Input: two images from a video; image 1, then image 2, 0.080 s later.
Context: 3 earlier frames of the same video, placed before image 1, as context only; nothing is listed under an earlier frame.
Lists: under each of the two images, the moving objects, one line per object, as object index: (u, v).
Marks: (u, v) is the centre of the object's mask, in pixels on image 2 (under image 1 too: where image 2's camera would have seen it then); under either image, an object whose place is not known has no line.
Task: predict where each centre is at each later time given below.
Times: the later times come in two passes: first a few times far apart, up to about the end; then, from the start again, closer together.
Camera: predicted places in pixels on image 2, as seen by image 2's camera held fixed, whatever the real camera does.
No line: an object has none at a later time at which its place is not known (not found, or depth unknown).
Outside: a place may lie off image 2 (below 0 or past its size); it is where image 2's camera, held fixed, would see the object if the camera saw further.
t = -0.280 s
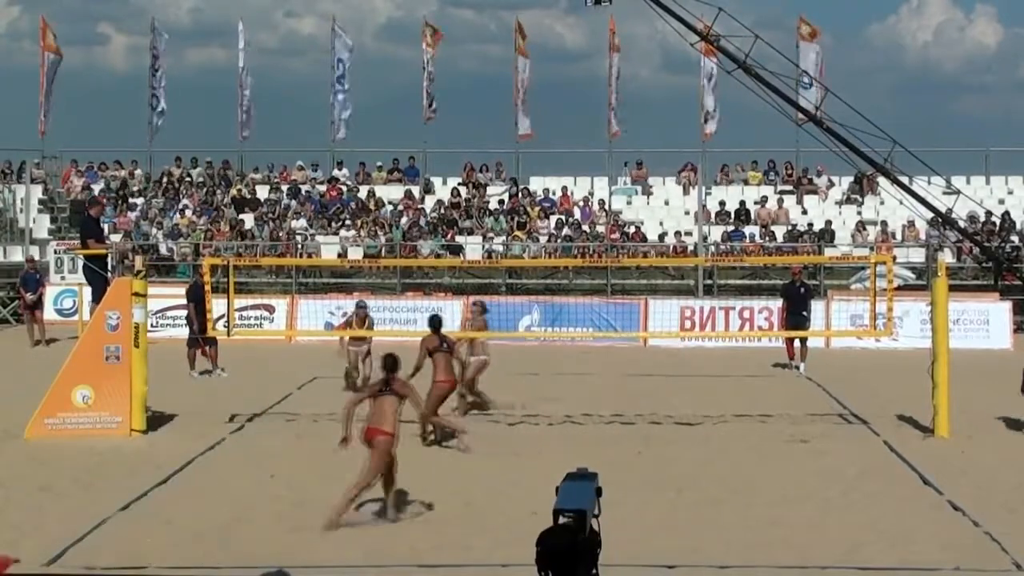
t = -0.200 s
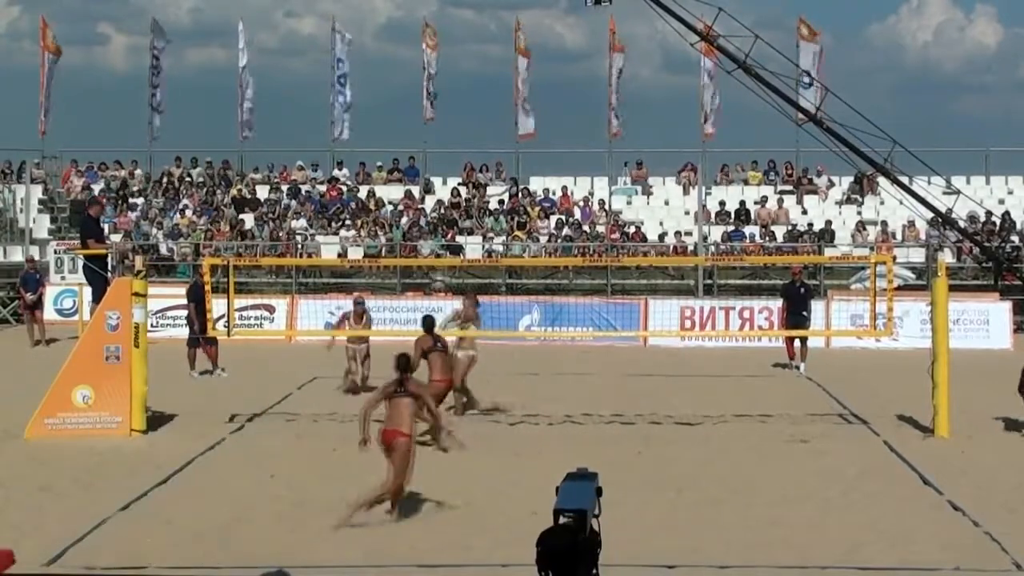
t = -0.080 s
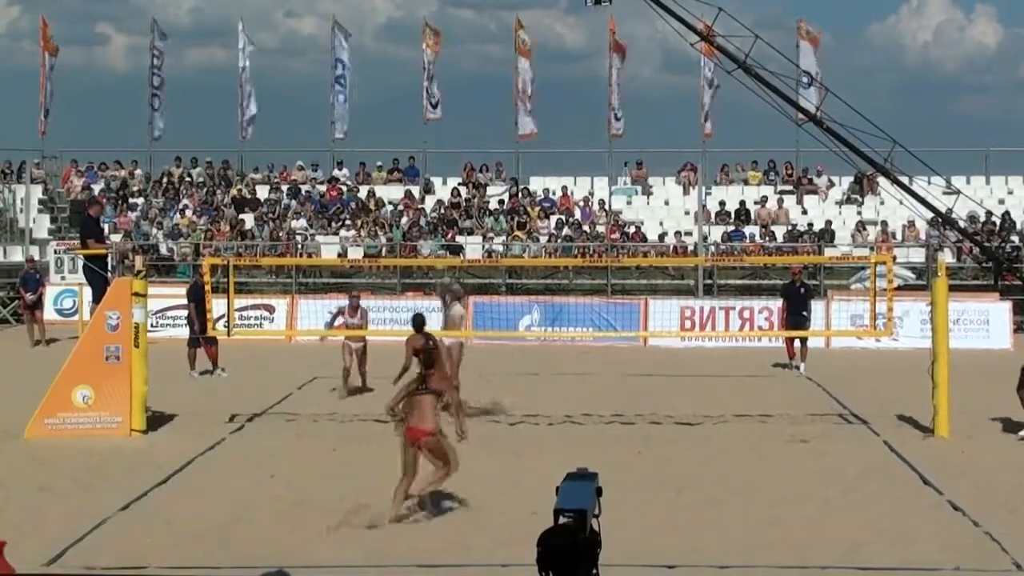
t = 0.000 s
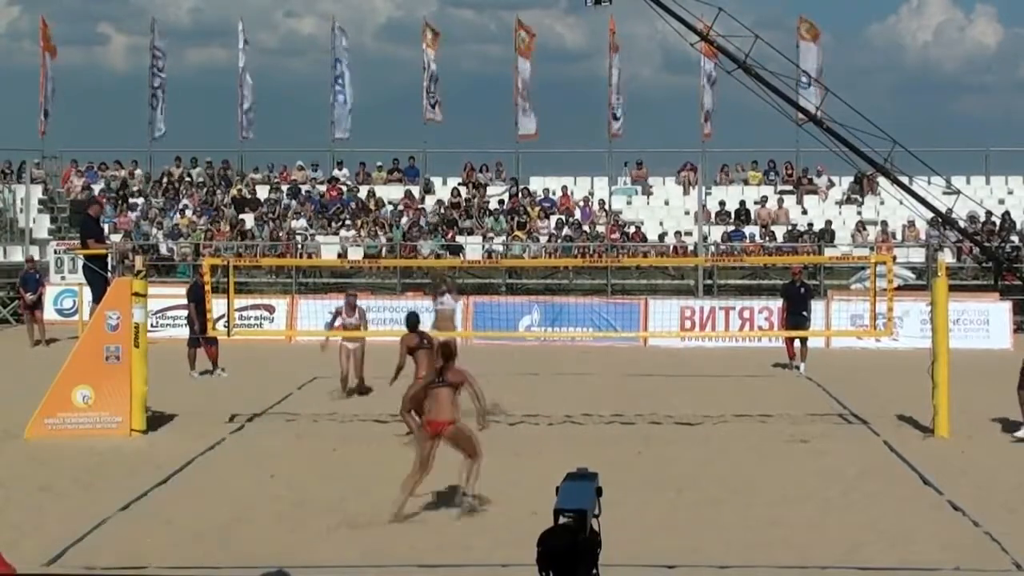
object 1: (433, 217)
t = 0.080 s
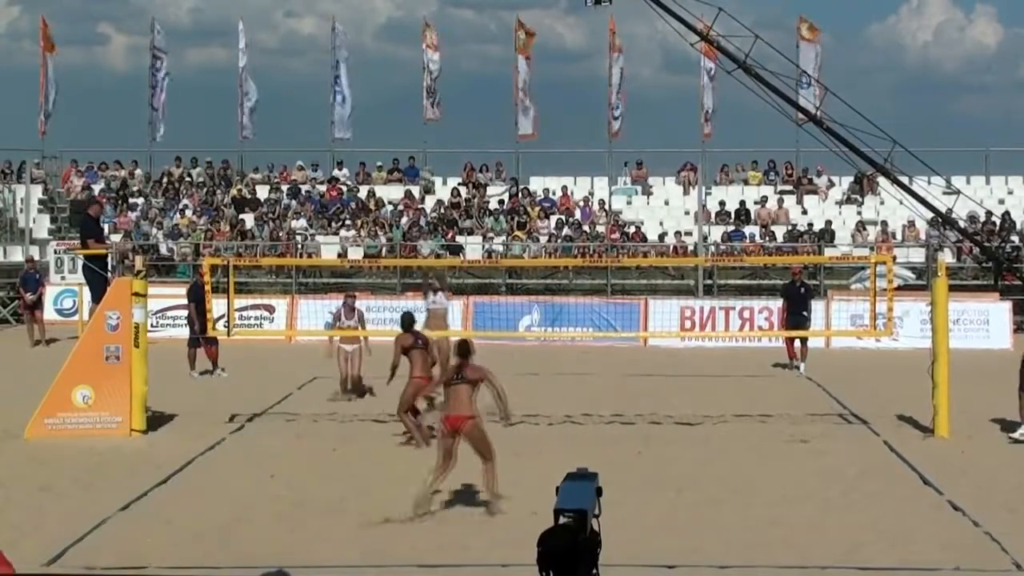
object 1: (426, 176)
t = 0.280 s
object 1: (411, 102)
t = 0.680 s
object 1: (385, 48)
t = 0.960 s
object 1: (372, 81)
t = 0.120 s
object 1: (423, 161)
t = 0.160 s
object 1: (419, 141)
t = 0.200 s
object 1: (417, 128)
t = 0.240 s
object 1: (414, 114)
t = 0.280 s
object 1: (411, 102)
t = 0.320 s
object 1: (407, 92)
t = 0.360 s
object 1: (404, 81)
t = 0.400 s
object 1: (402, 72)
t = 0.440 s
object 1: (399, 66)
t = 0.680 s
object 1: (385, 48)
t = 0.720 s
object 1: (383, 49)
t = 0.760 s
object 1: (381, 52)
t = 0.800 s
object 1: (379, 56)
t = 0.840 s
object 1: (377, 61)
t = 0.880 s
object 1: (374, 67)
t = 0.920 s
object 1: (373, 74)
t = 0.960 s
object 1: (372, 81)
